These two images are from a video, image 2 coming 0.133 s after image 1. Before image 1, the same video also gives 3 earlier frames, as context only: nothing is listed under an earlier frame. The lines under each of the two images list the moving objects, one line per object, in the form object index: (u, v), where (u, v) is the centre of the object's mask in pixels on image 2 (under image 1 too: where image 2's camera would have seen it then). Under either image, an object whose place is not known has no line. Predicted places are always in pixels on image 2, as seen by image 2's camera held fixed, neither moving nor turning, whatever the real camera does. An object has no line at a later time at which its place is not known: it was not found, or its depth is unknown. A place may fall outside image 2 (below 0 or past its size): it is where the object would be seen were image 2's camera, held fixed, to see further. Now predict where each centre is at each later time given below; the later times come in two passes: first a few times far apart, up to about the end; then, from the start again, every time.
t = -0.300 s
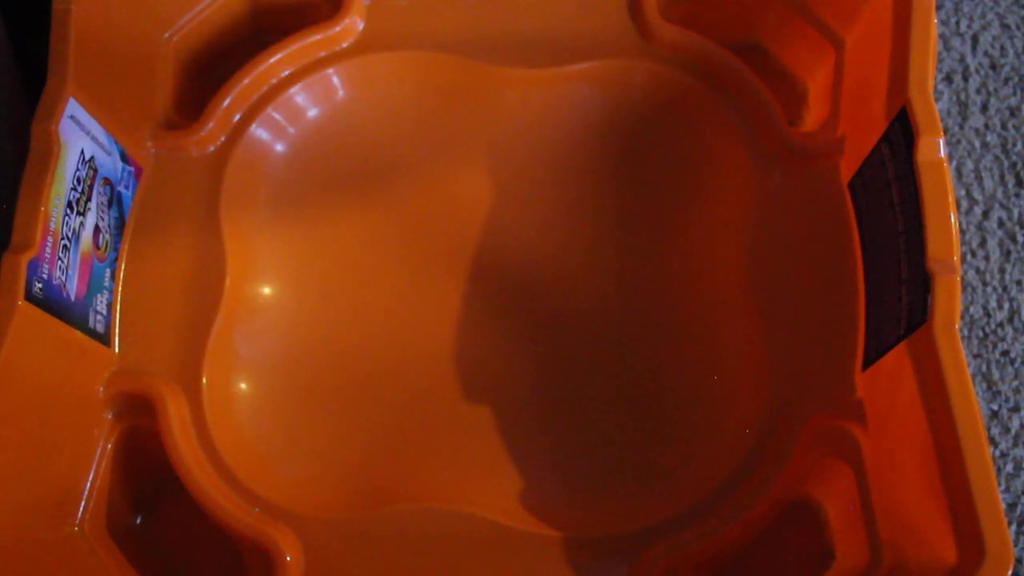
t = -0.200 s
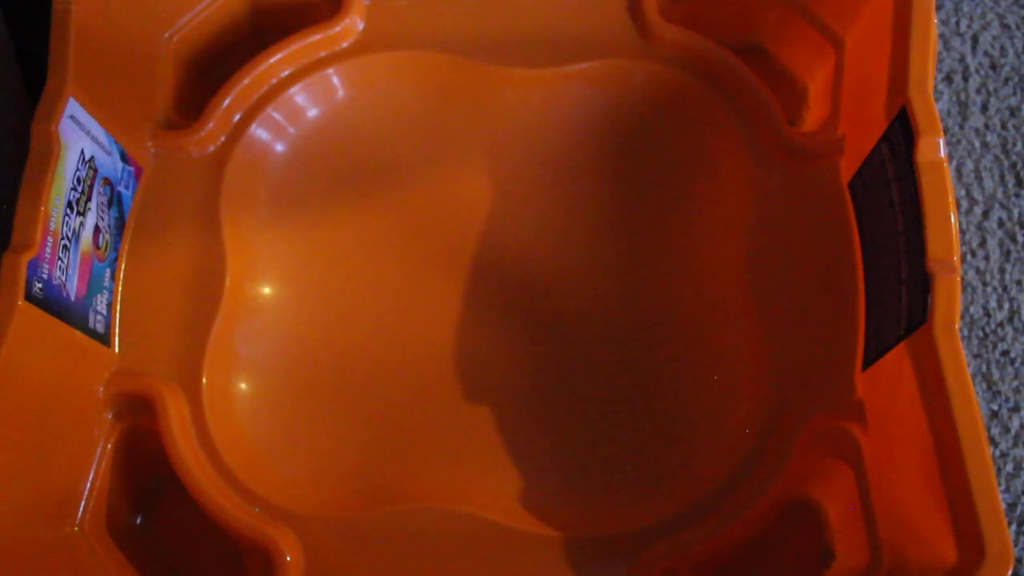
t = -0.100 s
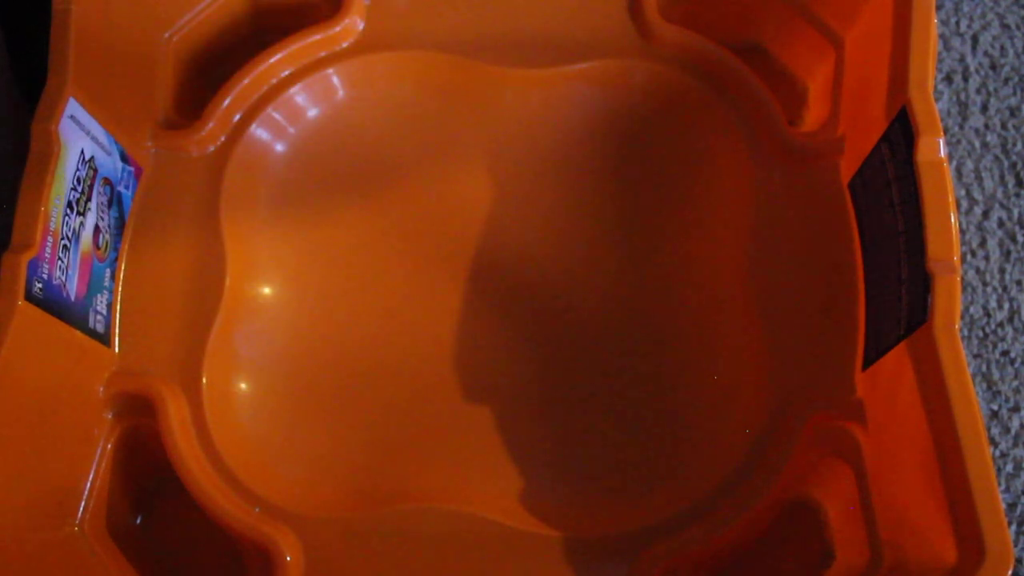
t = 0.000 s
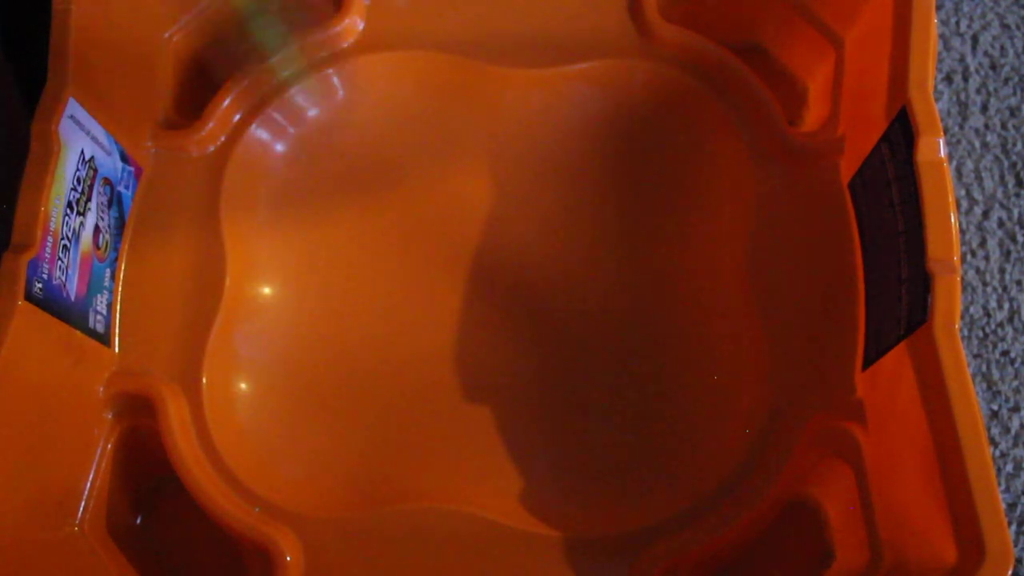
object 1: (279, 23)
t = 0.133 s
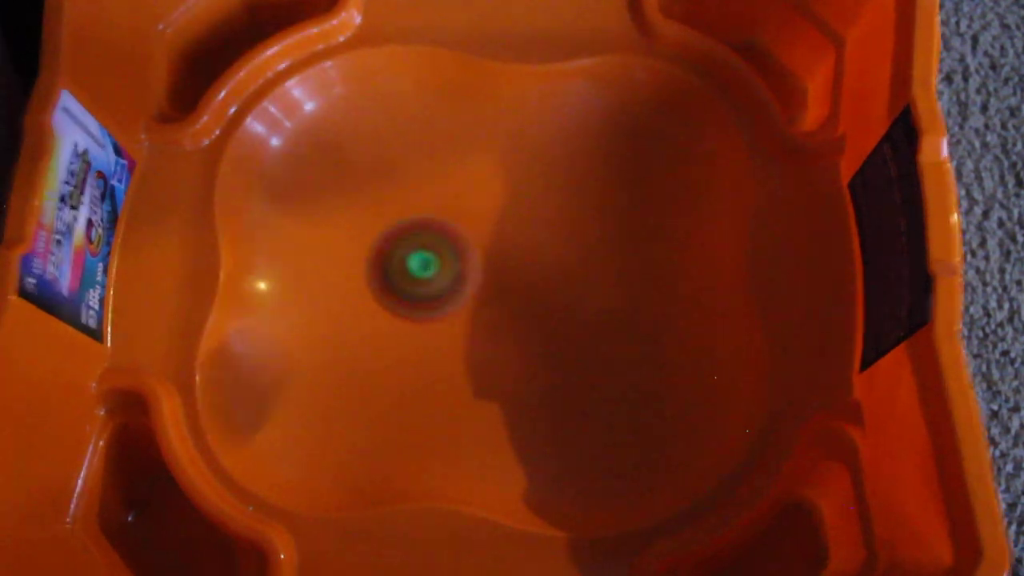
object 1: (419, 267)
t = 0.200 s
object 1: (455, 294)
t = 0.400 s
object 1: (622, 398)
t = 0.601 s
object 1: (672, 273)
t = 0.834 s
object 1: (490, 137)
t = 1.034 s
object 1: (297, 221)
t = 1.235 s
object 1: (349, 427)
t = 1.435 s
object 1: (596, 382)
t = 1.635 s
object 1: (684, 194)
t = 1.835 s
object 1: (495, 116)
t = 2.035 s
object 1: (294, 313)
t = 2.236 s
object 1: (365, 467)
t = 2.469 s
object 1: (610, 280)
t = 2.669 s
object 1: (627, 97)
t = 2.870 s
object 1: (512, 213)
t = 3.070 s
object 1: (414, 400)
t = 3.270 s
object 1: (421, 397)
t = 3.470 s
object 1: (490, 302)
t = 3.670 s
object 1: (510, 289)
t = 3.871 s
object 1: (497, 326)
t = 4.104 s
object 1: (571, 363)
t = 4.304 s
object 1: (578, 281)
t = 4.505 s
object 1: (501, 247)
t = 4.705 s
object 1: (400, 248)
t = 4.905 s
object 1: (375, 218)
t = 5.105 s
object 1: (394, 308)
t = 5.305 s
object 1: (507, 360)
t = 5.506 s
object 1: (645, 281)
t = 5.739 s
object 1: (590, 135)
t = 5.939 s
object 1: (434, 193)
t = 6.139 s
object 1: (355, 360)
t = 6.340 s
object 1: (447, 430)
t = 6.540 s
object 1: (594, 315)
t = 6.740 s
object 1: (584, 224)
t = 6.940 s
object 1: (475, 219)
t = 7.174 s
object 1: (372, 380)
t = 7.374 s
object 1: (434, 408)
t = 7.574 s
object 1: (506, 292)
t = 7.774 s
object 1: (344, 142)
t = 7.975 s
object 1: (277, 196)
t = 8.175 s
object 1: (434, 353)
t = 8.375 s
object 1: (599, 373)
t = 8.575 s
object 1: (667, 262)
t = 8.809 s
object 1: (562, 152)
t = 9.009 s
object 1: (466, 172)
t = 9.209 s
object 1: (386, 172)
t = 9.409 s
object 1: (407, 274)
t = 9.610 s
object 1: (531, 370)
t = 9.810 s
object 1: (654, 372)
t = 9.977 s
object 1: (652, 320)
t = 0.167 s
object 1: (432, 272)
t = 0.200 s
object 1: (455, 294)
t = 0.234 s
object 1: (483, 324)
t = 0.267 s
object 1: (514, 366)
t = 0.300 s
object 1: (538, 403)
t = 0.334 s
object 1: (552, 424)
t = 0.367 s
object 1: (589, 405)
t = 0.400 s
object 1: (622, 398)
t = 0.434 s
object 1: (646, 390)
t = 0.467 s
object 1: (667, 367)
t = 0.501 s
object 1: (680, 344)
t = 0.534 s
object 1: (687, 318)
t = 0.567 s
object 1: (684, 297)
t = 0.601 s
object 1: (672, 273)
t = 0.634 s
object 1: (656, 252)
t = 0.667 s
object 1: (633, 231)
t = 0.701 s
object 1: (606, 204)
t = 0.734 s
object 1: (571, 176)
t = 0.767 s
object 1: (541, 155)
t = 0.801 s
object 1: (519, 140)
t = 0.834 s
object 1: (490, 137)
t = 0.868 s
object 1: (460, 139)
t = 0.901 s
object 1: (423, 146)
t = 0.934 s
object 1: (386, 160)
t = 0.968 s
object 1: (355, 175)
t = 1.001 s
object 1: (320, 196)
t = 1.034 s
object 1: (297, 221)
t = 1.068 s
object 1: (275, 249)
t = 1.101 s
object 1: (270, 279)
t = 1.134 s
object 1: (282, 311)
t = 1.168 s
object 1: (295, 348)
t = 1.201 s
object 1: (318, 390)
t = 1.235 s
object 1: (349, 427)
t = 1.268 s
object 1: (381, 449)
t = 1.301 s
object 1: (415, 451)
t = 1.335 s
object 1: (451, 450)
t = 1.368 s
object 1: (490, 435)
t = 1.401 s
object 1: (539, 407)
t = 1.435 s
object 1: (596, 382)
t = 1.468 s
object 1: (635, 351)
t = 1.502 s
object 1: (666, 320)
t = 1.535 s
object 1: (693, 286)
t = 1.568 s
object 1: (701, 253)
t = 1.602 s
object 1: (696, 222)
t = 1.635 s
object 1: (684, 194)
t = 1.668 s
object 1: (662, 165)
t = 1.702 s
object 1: (629, 131)
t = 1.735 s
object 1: (595, 105)
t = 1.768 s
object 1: (563, 92)
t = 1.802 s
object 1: (528, 96)
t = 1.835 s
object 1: (495, 116)
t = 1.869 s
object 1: (460, 143)
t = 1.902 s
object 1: (419, 173)
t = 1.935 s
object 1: (382, 204)
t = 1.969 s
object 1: (345, 238)
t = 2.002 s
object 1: (317, 275)
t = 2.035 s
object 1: (294, 313)
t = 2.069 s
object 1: (282, 357)
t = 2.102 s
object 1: (277, 403)
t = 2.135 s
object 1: (285, 449)
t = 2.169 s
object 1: (307, 471)
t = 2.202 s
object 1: (332, 475)
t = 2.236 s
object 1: (365, 467)
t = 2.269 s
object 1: (399, 450)
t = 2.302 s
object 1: (433, 433)
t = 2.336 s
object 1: (471, 409)
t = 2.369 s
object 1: (508, 383)
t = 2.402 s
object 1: (542, 355)
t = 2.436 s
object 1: (582, 312)
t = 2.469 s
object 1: (610, 280)
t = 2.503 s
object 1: (631, 247)
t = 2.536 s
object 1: (644, 216)
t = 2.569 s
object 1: (652, 185)
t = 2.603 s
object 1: (651, 150)
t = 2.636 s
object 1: (644, 120)
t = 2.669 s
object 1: (627, 97)
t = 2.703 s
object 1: (613, 83)
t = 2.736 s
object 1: (597, 86)
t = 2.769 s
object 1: (578, 109)
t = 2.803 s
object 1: (557, 138)
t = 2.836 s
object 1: (534, 175)
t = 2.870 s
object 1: (512, 213)
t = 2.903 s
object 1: (489, 252)
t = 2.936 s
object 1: (464, 288)
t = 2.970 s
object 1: (447, 319)
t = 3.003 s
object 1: (431, 350)
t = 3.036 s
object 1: (420, 380)
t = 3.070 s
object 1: (414, 400)
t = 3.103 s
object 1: (409, 418)
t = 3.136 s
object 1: (406, 428)
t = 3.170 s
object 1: (406, 430)
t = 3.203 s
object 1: (409, 425)
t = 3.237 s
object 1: (414, 413)
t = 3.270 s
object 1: (421, 397)
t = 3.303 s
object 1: (430, 377)
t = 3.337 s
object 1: (442, 357)
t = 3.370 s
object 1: (452, 341)
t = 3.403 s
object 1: (465, 325)
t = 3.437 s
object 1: (477, 311)
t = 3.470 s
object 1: (490, 302)
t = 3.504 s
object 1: (499, 292)
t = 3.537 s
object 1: (507, 287)
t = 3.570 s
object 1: (513, 285)
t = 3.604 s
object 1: (514, 283)
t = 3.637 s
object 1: (513, 288)
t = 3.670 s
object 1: (510, 289)
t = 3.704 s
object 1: (506, 292)
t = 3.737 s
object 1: (501, 295)
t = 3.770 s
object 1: (498, 301)
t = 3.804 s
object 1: (495, 308)
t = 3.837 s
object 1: (496, 317)
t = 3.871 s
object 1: (497, 326)
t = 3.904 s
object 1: (503, 340)
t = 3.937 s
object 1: (510, 349)
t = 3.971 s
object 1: (520, 358)
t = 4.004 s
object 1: (532, 364)
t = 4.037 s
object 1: (545, 367)
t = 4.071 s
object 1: (559, 368)
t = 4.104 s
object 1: (571, 363)
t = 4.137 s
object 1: (583, 355)
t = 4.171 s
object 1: (591, 344)
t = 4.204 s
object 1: (595, 330)
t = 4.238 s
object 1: (589, 308)
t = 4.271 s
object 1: (583, 291)
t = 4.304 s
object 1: (578, 281)
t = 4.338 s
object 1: (572, 279)
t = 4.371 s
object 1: (559, 266)
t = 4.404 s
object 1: (548, 261)
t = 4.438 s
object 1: (530, 255)
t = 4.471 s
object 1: (518, 249)
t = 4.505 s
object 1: (501, 247)
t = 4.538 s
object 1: (483, 244)
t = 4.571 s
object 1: (462, 246)
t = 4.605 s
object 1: (441, 253)
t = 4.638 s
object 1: (422, 262)
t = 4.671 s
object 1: (407, 265)
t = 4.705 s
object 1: (400, 248)
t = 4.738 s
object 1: (396, 232)
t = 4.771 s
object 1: (391, 221)
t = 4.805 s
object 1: (386, 214)
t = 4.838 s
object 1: (383, 212)
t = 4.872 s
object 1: (379, 213)
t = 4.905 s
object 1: (375, 218)
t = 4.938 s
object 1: (371, 226)
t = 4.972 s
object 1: (371, 239)
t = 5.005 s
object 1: (373, 254)
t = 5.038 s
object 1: (378, 271)
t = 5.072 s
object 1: (385, 289)
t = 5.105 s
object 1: (394, 308)
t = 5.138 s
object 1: (404, 326)
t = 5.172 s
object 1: (421, 342)
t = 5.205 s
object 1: (437, 352)
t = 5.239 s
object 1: (458, 359)
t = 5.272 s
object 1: (485, 360)
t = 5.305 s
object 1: (507, 360)
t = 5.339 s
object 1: (528, 357)
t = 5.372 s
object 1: (556, 349)
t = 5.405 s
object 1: (592, 332)
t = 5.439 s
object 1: (614, 316)
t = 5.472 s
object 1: (633, 300)
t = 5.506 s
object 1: (645, 281)
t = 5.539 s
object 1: (651, 260)
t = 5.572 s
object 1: (652, 241)
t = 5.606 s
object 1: (649, 219)
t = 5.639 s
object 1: (642, 201)
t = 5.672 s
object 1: (625, 170)
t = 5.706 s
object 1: (608, 154)
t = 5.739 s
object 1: (590, 135)
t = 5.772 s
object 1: (561, 124)
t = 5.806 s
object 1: (540, 125)
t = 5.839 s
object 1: (514, 136)
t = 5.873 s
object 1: (488, 154)
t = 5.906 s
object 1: (456, 176)
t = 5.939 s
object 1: (434, 193)
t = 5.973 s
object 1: (407, 216)
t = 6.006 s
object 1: (386, 239)
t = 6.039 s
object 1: (372, 264)
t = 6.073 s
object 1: (361, 291)
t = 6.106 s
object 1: (356, 323)
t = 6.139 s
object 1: (355, 360)
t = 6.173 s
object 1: (364, 391)
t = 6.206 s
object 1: (374, 417)
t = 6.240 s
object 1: (390, 434)
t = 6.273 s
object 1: (405, 440)
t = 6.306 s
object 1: (424, 436)
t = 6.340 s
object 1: (447, 430)
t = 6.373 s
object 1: (469, 417)
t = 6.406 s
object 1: (494, 396)
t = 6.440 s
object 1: (525, 374)
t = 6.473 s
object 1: (552, 352)
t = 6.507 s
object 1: (577, 331)
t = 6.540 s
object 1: (594, 315)
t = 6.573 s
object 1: (607, 298)
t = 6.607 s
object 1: (611, 283)
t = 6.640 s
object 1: (611, 268)
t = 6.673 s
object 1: (606, 254)
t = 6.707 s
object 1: (595, 240)
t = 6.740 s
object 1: (584, 224)
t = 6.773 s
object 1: (568, 209)
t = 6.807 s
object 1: (553, 201)
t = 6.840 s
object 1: (538, 198)
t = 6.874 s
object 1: (517, 200)
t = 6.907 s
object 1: (497, 207)
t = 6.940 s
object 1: (475, 219)
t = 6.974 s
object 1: (455, 232)
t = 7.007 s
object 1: (431, 251)
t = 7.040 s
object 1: (413, 271)
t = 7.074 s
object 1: (396, 296)
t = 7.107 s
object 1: (382, 323)
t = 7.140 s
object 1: (374, 352)
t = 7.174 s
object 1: (372, 380)
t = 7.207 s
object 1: (374, 404)
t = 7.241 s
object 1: (381, 419)
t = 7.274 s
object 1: (390, 429)
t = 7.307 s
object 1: (402, 428)
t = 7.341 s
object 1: (416, 421)
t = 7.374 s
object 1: (434, 408)
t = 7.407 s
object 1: (452, 390)
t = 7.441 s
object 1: (473, 371)
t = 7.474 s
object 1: (492, 352)
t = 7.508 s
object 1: (505, 336)
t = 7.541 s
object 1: (520, 321)
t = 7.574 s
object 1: (506, 292)
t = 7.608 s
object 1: (486, 257)
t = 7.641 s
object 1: (452, 218)
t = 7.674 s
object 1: (424, 190)
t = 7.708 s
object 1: (388, 164)
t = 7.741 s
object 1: (370, 153)
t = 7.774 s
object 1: (344, 142)
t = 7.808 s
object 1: (323, 137)
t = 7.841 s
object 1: (302, 135)
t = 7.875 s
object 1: (285, 143)
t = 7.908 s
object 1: (277, 158)
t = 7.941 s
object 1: (272, 177)
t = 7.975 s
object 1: (277, 196)
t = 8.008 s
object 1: (291, 221)
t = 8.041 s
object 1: (326, 251)
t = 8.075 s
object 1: (353, 279)
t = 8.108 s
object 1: (377, 304)
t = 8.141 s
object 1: (402, 330)
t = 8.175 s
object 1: (434, 353)
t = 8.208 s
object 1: (464, 367)
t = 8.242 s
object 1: (492, 378)
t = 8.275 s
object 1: (513, 384)
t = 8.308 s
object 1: (538, 387)
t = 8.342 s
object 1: (566, 384)
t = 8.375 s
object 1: (599, 373)
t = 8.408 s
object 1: (631, 355)
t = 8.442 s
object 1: (650, 338)
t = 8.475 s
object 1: (665, 320)
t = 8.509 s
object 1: (672, 301)
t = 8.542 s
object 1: (672, 281)
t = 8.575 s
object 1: (667, 262)
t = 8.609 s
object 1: (658, 245)
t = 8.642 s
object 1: (643, 227)
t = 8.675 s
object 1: (625, 205)
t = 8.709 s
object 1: (608, 187)
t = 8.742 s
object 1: (593, 169)
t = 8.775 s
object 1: (577, 157)
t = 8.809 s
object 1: (562, 152)
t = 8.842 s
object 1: (547, 154)
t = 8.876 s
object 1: (531, 162)
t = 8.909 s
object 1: (511, 174)
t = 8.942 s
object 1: (494, 194)
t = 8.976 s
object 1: (476, 190)
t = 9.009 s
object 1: (466, 172)
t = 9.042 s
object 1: (453, 158)
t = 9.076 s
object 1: (439, 150)
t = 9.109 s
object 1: (423, 150)
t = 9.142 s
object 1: (410, 151)
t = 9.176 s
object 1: (395, 160)
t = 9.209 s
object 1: (386, 172)
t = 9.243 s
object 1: (378, 188)
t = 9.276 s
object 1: (374, 205)
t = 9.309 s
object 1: (377, 221)
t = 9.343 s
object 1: (383, 239)
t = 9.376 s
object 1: (393, 255)
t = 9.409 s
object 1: (407, 274)
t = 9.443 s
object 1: (424, 295)
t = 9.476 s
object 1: (444, 315)
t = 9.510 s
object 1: (460, 329)
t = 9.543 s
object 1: (481, 345)
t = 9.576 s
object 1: (502, 354)
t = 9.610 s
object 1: (531, 370)
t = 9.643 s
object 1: (558, 377)
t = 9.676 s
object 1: (581, 380)
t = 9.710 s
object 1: (604, 382)
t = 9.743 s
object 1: (624, 378)
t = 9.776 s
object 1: (640, 377)
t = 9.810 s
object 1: (654, 372)
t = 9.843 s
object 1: (663, 363)
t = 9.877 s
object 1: (667, 354)
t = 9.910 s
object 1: (668, 342)
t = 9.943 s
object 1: (662, 331)
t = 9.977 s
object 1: (652, 320)
